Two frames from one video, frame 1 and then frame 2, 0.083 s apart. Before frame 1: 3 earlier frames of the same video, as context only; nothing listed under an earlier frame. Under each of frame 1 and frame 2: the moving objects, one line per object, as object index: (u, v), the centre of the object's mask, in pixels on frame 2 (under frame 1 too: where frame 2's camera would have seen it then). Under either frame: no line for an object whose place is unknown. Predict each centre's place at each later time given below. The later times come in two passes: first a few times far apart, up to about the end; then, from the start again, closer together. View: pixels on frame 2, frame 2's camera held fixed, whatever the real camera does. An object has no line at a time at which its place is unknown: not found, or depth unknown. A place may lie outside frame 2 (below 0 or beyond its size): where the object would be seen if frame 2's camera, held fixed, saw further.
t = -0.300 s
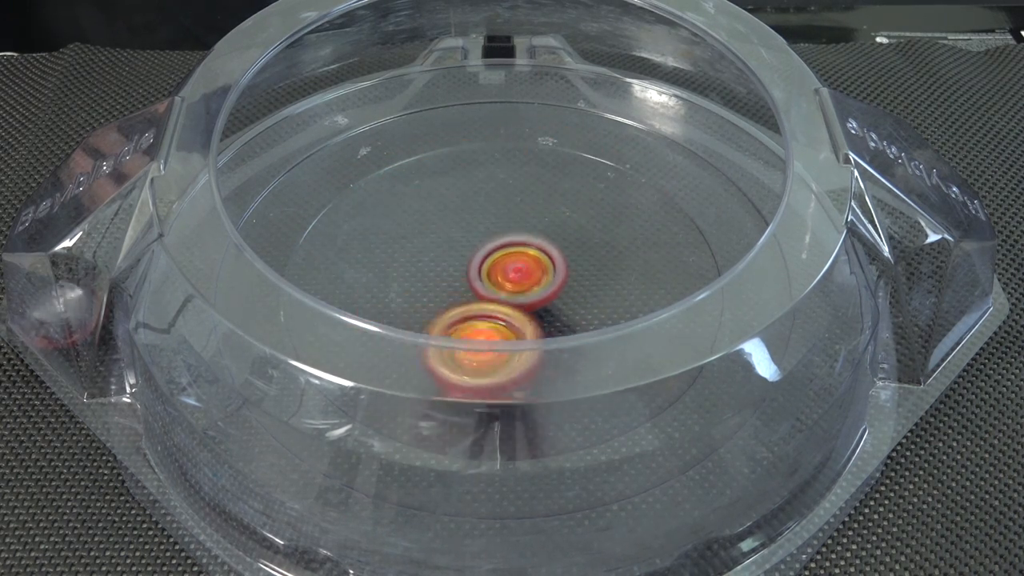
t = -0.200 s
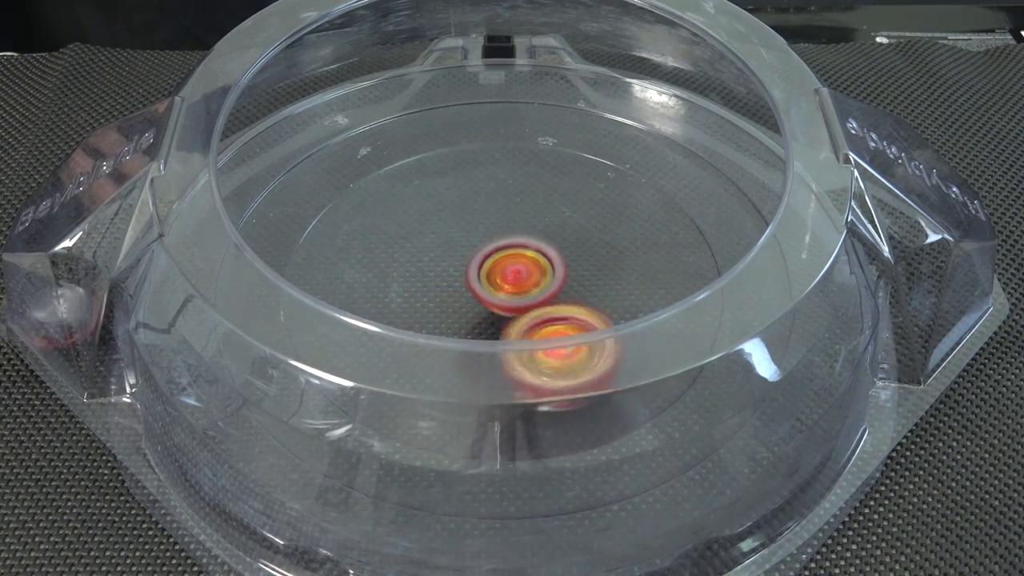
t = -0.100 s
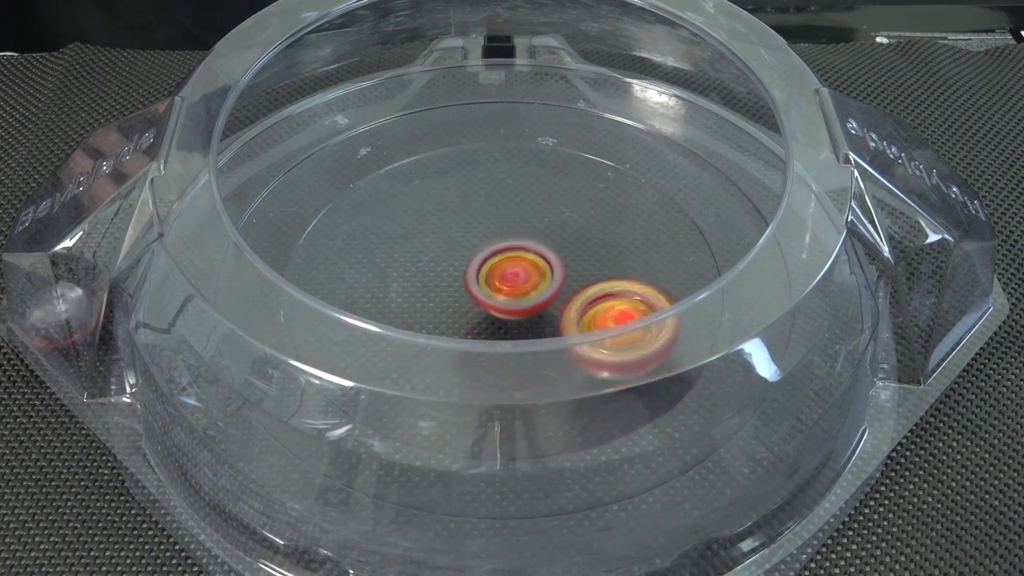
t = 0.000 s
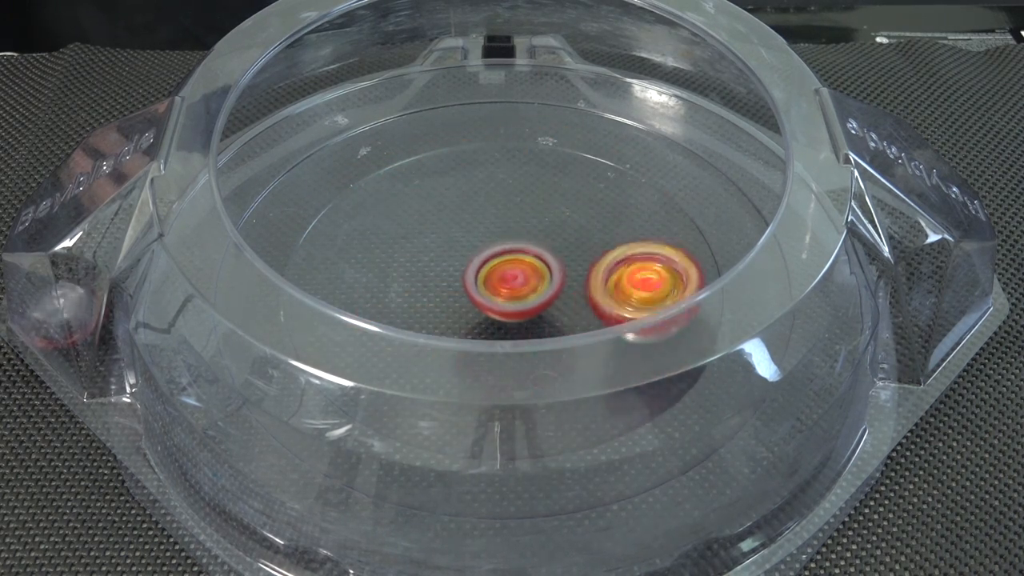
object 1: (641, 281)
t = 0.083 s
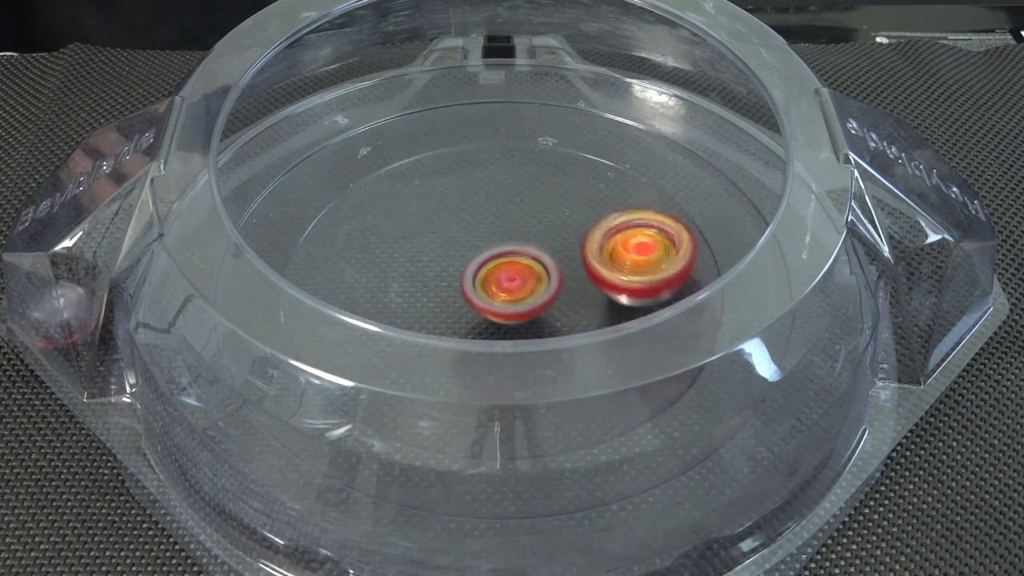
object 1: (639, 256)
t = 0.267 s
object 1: (551, 209)
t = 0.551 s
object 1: (387, 273)
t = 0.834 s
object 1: (484, 364)
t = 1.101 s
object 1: (604, 281)
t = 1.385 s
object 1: (505, 196)
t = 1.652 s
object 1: (405, 244)
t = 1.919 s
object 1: (467, 325)
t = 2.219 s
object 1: (563, 298)
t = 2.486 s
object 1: (530, 302)
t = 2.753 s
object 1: (486, 320)
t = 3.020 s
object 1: (486, 340)
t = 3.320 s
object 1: (487, 312)
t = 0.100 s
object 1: (635, 250)
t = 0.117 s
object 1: (630, 244)
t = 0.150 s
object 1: (618, 233)
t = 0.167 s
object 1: (610, 228)
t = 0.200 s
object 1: (592, 220)
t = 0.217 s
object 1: (583, 216)
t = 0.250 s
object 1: (563, 211)
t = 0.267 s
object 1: (551, 209)
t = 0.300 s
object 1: (526, 207)
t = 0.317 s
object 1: (513, 207)
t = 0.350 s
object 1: (489, 210)
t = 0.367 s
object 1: (478, 212)
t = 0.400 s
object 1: (454, 218)
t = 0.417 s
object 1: (443, 222)
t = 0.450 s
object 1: (423, 232)
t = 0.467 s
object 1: (415, 238)
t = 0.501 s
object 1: (400, 251)
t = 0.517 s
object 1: (395, 259)
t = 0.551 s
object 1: (387, 273)
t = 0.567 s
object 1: (386, 278)
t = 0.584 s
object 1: (386, 283)
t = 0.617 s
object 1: (389, 292)
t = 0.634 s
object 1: (388, 309)
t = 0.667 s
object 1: (396, 323)
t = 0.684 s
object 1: (402, 329)
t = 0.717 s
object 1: (415, 344)
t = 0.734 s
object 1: (423, 346)
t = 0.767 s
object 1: (441, 352)
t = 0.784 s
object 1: (451, 354)
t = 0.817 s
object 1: (473, 363)
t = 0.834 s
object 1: (484, 364)
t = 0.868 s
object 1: (504, 364)
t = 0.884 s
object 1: (514, 363)
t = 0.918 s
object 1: (536, 354)
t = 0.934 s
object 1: (546, 350)
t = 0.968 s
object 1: (562, 336)
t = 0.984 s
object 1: (570, 331)
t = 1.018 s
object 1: (584, 318)
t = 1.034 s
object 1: (590, 310)
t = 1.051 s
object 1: (593, 296)
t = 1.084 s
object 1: (601, 287)
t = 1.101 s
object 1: (604, 281)
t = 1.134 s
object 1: (603, 268)
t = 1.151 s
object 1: (600, 261)
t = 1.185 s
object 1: (593, 246)
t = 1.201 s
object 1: (588, 239)
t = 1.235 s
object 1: (575, 227)
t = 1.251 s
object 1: (568, 221)
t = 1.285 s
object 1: (555, 211)
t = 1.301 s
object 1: (547, 206)
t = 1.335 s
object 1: (531, 200)
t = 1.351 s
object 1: (523, 198)
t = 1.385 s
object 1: (505, 196)
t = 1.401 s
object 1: (496, 195)
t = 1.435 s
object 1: (479, 197)
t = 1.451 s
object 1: (471, 198)
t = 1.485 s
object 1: (455, 203)
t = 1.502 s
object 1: (448, 206)
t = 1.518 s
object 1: (441, 208)
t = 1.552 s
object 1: (429, 214)
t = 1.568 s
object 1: (423, 217)
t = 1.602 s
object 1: (414, 226)
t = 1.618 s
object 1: (410, 232)
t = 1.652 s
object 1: (405, 244)
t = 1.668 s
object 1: (404, 249)
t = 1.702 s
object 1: (403, 262)
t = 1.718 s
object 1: (404, 269)
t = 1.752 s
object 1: (410, 281)
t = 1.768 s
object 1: (412, 286)
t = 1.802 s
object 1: (419, 293)
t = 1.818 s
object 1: (423, 296)
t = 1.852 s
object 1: (436, 303)
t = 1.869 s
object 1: (444, 305)
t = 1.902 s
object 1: (458, 322)
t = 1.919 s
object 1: (467, 325)
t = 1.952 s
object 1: (484, 329)
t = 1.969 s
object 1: (492, 330)
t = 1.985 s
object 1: (500, 330)
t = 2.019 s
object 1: (515, 329)
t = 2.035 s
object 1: (522, 329)
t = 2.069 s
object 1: (534, 325)
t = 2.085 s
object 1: (539, 323)
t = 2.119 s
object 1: (549, 317)
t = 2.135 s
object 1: (553, 306)
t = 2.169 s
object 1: (559, 302)
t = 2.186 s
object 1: (561, 301)
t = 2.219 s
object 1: (563, 298)
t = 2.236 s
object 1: (564, 297)
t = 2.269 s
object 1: (565, 294)
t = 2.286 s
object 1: (563, 292)
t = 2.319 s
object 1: (559, 292)
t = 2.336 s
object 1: (557, 294)
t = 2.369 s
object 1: (550, 298)
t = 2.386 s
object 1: (546, 299)
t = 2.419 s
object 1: (541, 300)
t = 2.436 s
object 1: (538, 300)
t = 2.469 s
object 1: (533, 301)
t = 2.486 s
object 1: (530, 302)
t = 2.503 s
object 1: (527, 302)
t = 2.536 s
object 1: (520, 303)
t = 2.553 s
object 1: (518, 303)
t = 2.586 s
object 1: (512, 304)
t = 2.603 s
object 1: (508, 305)
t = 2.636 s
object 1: (503, 305)
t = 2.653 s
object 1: (500, 305)
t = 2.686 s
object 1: (495, 306)
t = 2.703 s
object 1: (492, 307)
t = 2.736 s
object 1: (489, 310)
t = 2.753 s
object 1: (486, 320)
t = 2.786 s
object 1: (485, 325)
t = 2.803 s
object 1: (484, 327)
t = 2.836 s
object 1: (484, 330)
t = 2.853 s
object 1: (485, 331)
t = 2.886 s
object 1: (485, 333)
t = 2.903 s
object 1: (485, 335)
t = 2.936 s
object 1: (486, 337)
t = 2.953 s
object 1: (486, 337)
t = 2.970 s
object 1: (486, 338)
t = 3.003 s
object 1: (486, 340)
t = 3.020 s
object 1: (486, 340)
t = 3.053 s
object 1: (487, 341)
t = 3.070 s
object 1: (488, 340)
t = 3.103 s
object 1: (488, 338)
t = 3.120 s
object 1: (489, 337)
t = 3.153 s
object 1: (490, 334)
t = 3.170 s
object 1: (490, 332)
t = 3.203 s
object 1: (491, 328)
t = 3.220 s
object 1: (491, 327)
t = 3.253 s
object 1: (488, 327)
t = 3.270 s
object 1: (488, 326)
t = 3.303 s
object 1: (487, 322)
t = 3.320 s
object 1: (487, 312)
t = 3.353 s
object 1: (482, 311)
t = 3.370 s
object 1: (479, 309)
